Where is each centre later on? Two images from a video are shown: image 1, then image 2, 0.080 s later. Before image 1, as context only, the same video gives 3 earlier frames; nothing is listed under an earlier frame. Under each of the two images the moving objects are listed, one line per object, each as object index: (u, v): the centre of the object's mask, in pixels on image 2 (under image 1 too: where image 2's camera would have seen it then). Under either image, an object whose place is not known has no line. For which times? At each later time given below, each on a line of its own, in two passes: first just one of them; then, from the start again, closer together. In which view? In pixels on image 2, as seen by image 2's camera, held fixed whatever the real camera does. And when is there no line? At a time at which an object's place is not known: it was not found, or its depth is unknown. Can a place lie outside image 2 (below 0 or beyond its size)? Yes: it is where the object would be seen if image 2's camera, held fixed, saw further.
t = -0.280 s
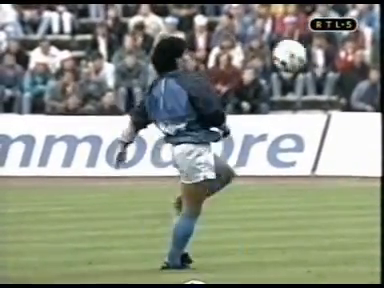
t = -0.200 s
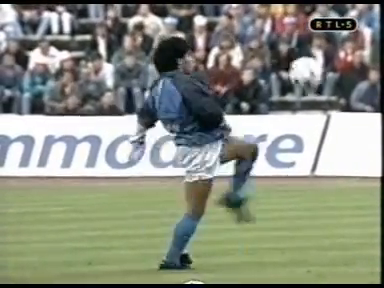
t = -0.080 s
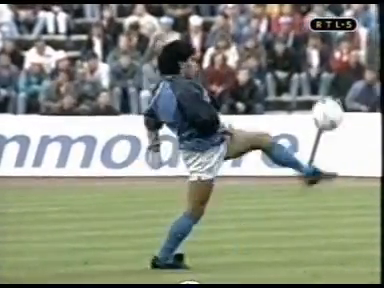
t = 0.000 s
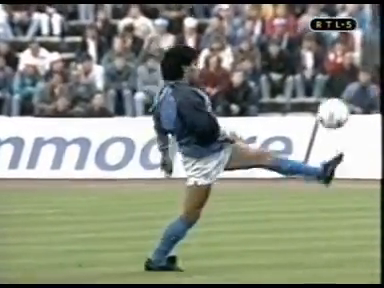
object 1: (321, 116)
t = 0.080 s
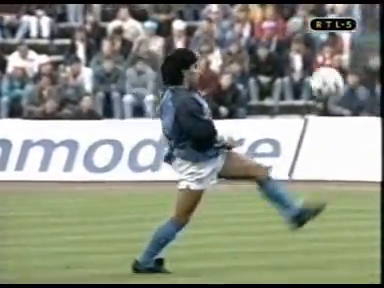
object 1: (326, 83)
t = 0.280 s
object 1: (338, 32)
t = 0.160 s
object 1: (331, 56)
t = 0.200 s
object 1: (335, 47)
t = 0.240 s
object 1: (337, 39)
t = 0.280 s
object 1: (338, 32)
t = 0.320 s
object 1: (341, 28)
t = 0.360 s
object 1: (342, 26)
